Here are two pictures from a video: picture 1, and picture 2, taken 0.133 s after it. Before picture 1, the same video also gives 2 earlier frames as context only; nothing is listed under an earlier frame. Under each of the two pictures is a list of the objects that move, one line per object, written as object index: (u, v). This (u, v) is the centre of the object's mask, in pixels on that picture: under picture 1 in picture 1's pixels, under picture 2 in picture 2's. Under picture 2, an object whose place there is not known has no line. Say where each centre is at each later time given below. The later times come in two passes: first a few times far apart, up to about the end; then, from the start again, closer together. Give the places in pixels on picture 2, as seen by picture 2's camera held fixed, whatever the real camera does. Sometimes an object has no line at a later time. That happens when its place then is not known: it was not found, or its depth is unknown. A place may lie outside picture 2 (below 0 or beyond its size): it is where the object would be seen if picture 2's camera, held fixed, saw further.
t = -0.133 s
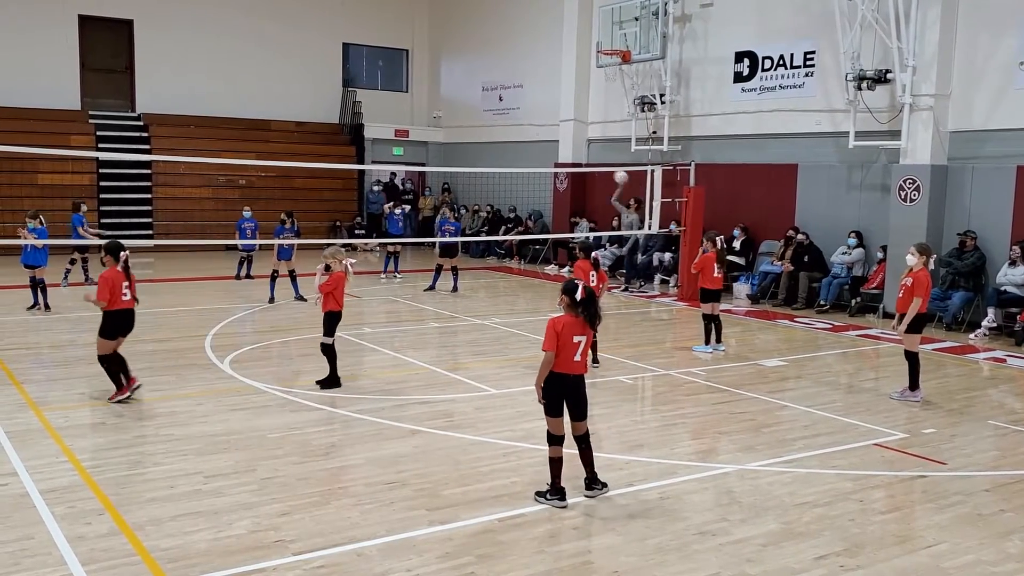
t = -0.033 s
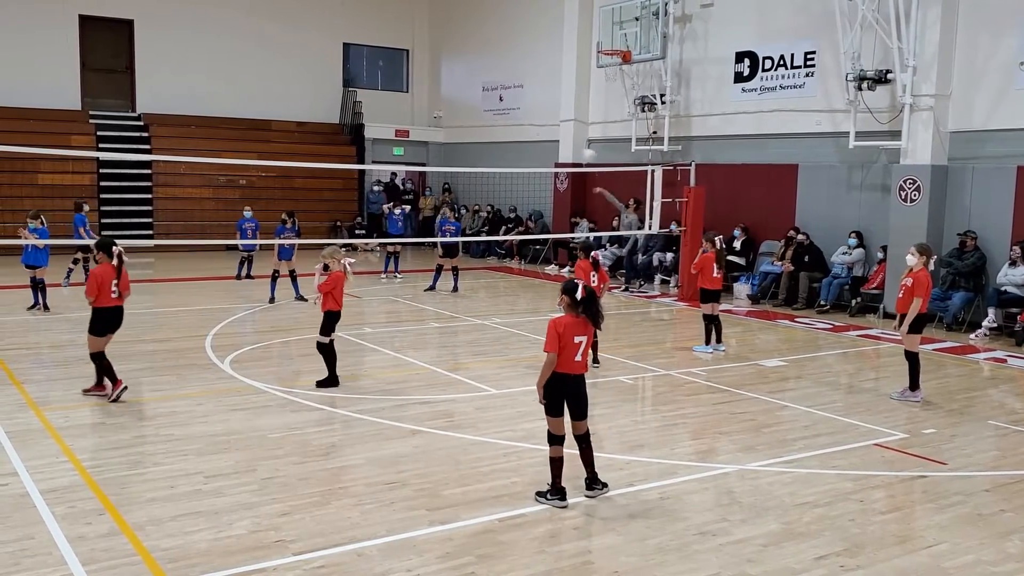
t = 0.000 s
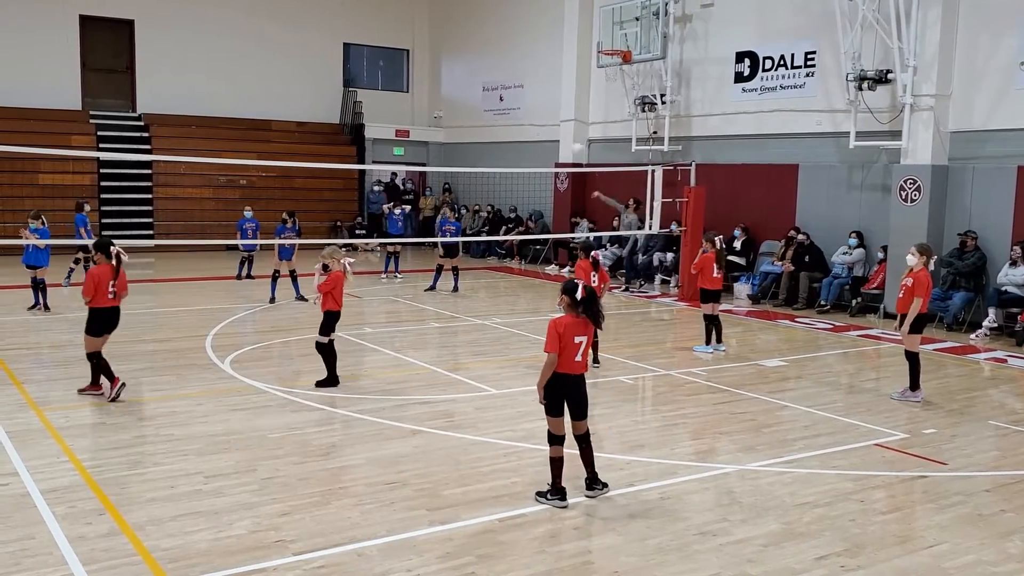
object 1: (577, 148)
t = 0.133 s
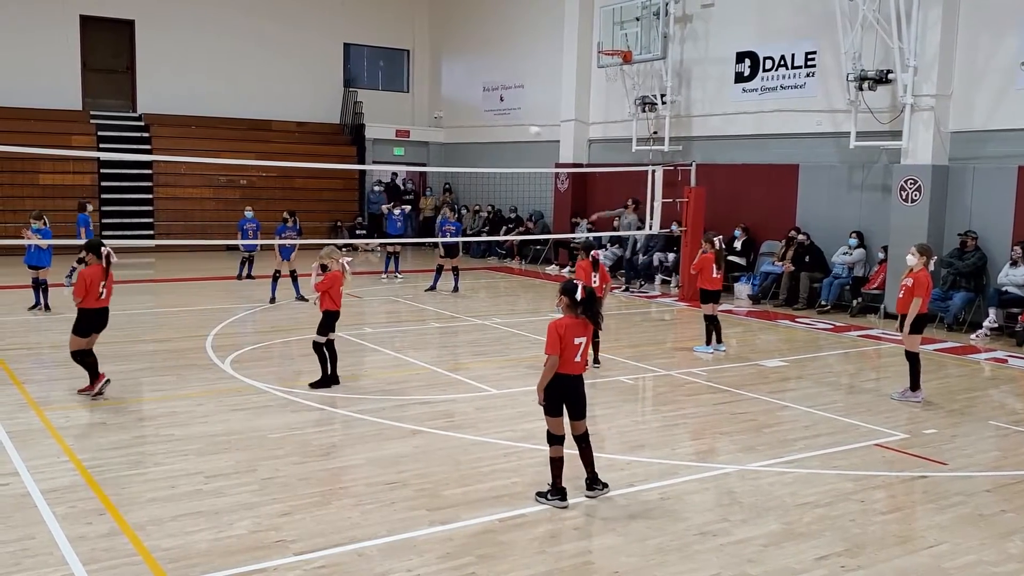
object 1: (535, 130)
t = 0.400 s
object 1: (449, 128)
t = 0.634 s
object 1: (375, 158)
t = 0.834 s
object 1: (314, 205)
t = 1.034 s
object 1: (255, 272)
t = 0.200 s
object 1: (513, 125)
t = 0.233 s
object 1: (502, 124)
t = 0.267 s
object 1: (491, 123)
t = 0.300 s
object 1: (480, 123)
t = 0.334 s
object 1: (470, 125)
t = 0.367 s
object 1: (459, 126)
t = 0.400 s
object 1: (449, 128)
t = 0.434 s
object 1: (438, 129)
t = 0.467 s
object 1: (427, 132)
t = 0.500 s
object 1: (417, 136)
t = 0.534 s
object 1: (406, 141)
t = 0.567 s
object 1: (396, 147)
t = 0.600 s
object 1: (385, 152)
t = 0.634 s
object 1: (375, 158)
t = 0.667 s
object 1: (365, 163)
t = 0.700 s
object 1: (354, 172)
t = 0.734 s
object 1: (344, 179)
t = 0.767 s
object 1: (335, 187)
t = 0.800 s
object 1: (324, 196)
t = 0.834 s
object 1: (314, 205)
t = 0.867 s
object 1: (304, 214)
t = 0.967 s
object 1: (272, 250)
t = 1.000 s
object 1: (265, 259)
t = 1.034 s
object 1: (255, 272)
